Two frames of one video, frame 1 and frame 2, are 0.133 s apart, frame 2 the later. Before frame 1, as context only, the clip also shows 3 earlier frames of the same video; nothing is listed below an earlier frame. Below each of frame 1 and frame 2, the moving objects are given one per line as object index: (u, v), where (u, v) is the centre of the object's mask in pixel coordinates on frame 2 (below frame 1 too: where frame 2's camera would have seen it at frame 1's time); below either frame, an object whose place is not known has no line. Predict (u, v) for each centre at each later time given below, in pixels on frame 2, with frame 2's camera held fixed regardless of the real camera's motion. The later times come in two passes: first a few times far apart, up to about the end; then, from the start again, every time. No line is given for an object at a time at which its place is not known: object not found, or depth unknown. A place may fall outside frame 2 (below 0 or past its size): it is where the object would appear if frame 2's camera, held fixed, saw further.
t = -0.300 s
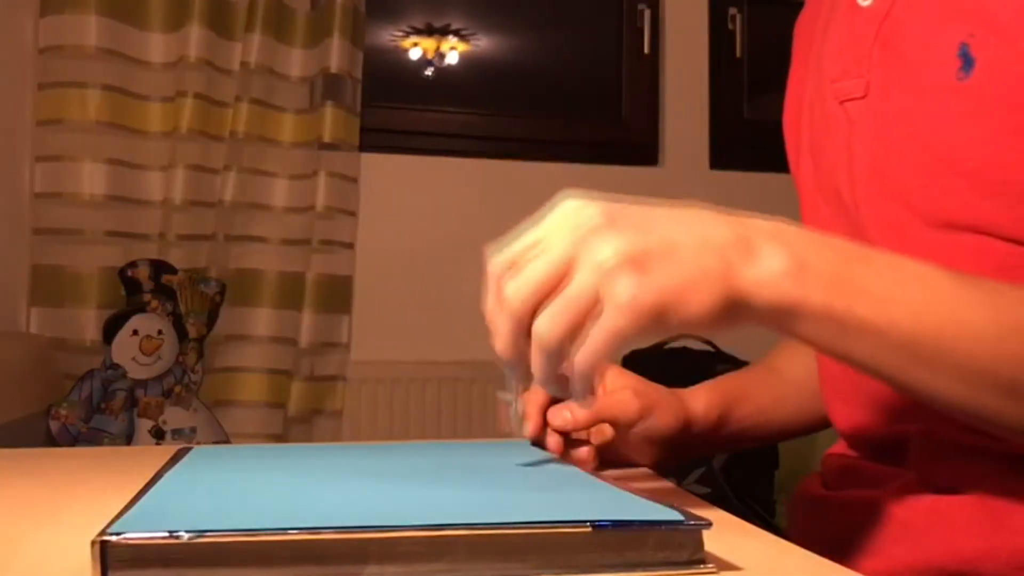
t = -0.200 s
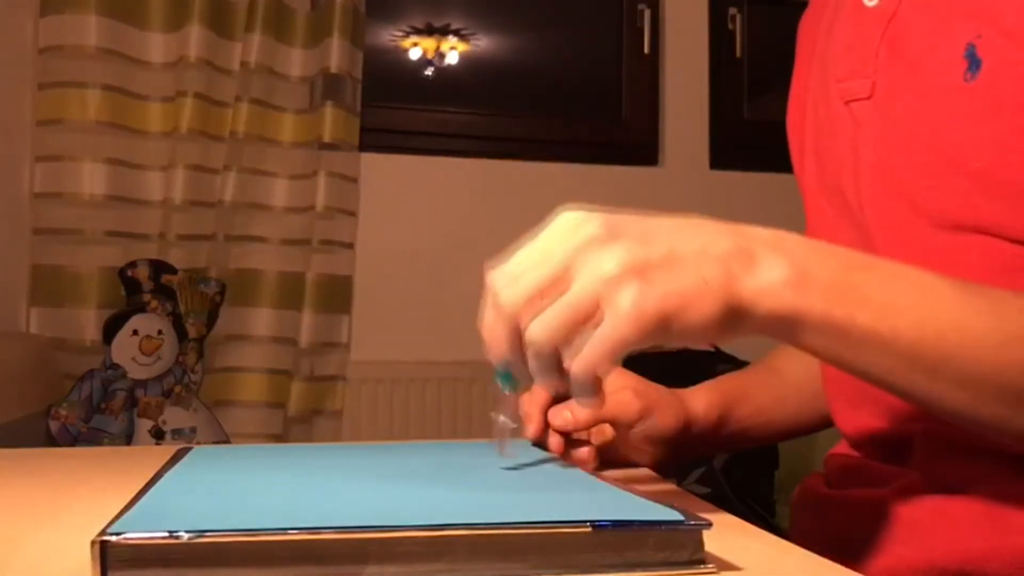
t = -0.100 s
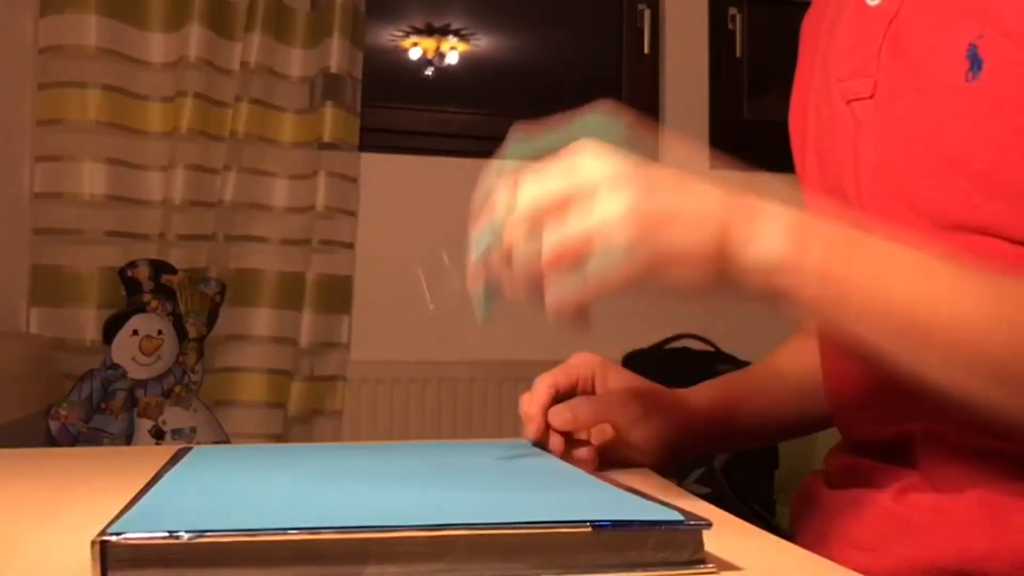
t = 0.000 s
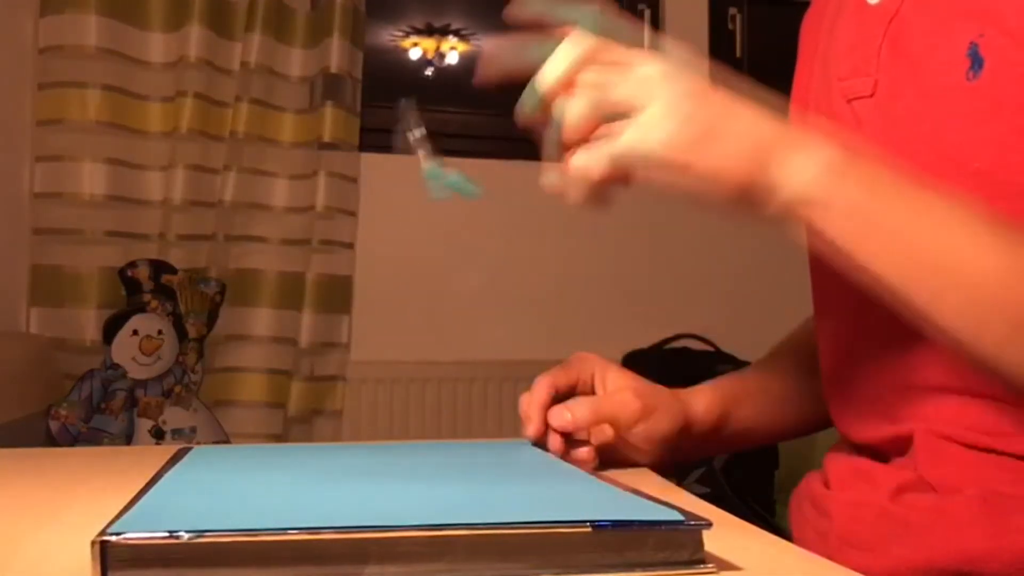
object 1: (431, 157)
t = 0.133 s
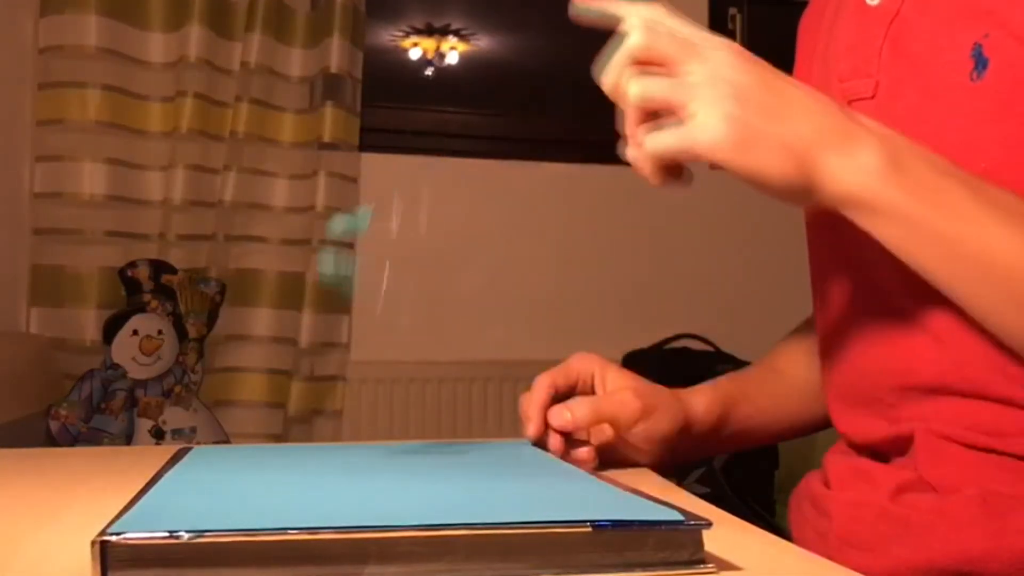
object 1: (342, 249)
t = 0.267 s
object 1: (311, 403)
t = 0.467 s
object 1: (276, 473)
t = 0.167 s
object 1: (337, 306)
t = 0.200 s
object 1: (339, 389)
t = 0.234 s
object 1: (330, 403)
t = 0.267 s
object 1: (311, 403)
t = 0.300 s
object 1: (306, 423)
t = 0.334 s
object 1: (293, 466)
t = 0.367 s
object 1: (283, 473)
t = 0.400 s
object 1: (279, 474)
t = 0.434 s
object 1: (277, 474)
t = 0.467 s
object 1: (276, 473)
